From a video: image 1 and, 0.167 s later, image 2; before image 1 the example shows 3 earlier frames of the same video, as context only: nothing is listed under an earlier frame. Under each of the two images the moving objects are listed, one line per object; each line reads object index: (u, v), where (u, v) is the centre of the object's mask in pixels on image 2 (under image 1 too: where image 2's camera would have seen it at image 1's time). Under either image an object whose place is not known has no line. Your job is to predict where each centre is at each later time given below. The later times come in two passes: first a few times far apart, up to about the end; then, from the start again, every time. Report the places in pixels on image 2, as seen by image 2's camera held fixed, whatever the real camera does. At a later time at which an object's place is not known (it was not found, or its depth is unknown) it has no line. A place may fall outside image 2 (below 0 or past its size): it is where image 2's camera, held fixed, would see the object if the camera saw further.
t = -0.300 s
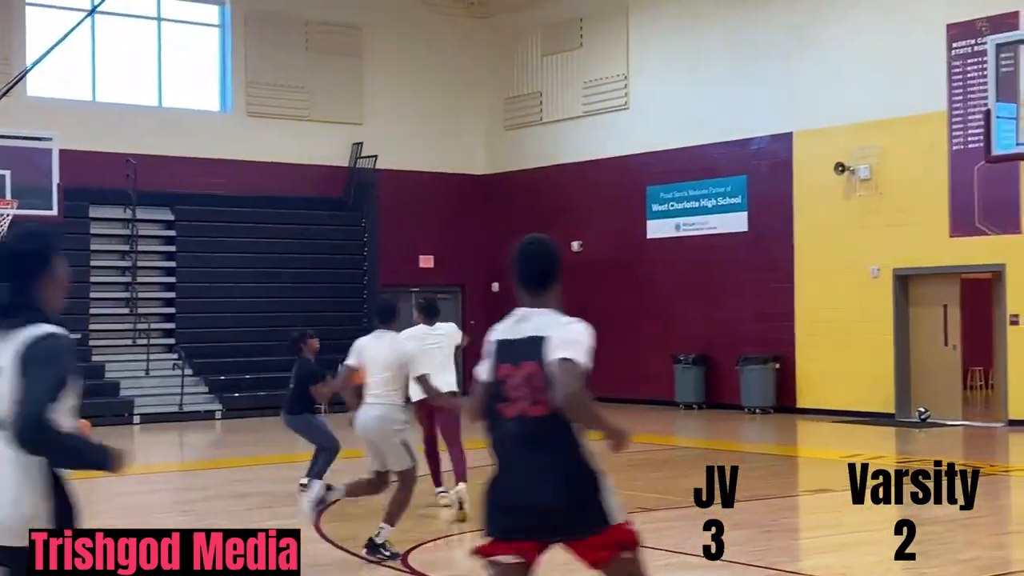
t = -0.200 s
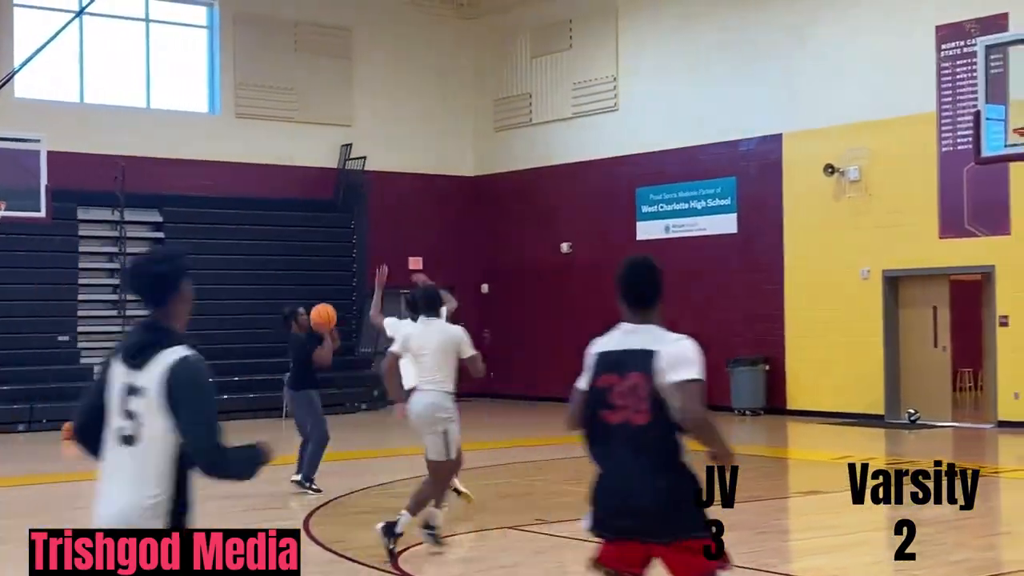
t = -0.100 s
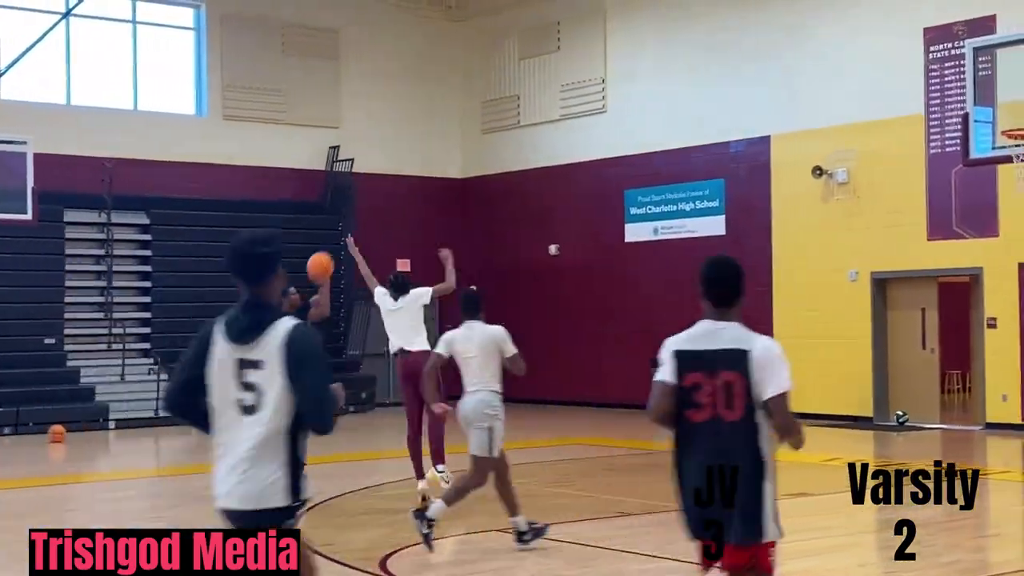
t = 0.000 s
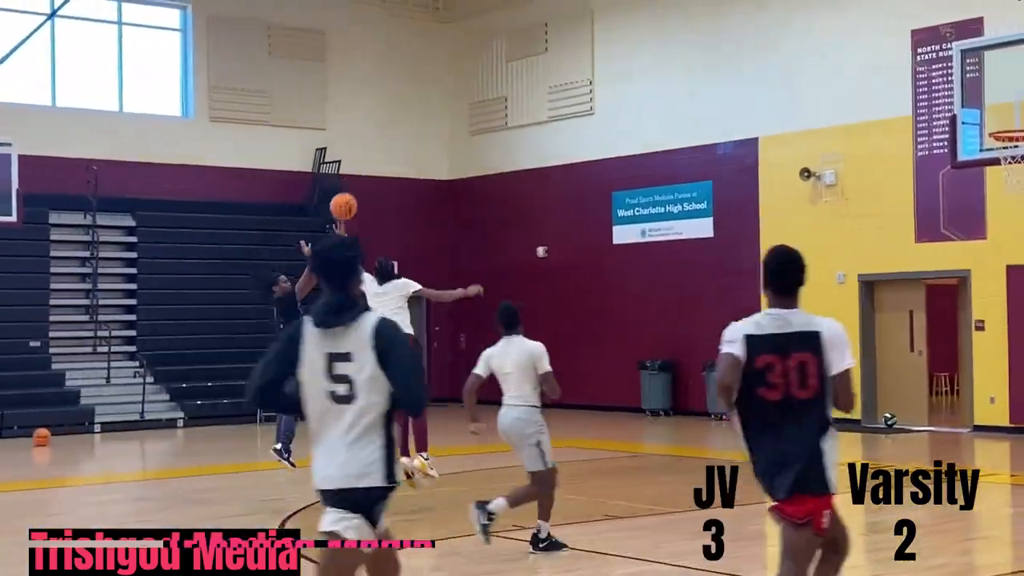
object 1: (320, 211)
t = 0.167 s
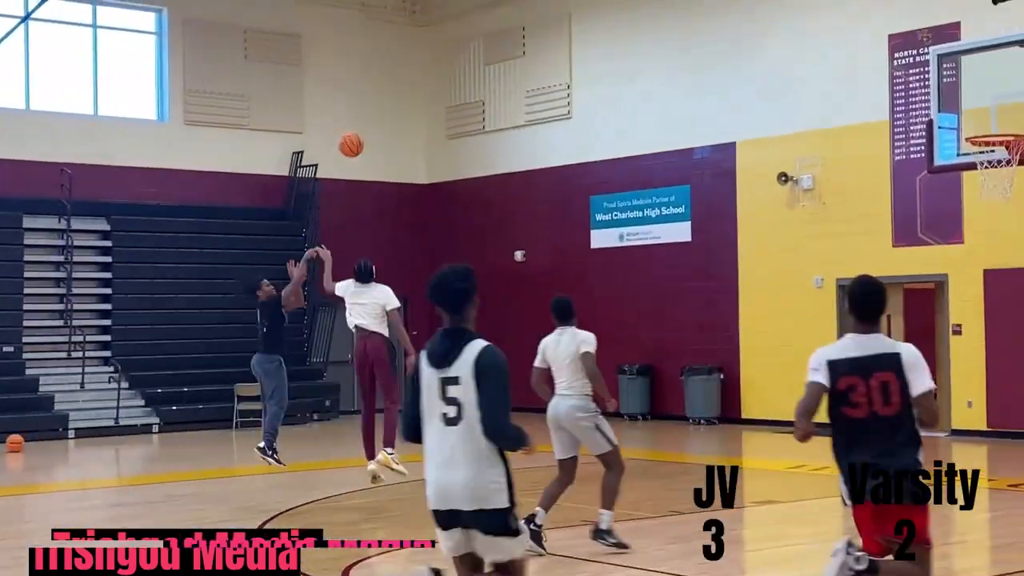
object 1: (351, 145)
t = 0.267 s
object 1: (369, 120)
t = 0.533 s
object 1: (416, 107)
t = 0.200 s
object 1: (357, 135)
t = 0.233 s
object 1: (362, 127)
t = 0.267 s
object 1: (369, 120)
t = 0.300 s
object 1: (375, 115)
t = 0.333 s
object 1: (381, 110)
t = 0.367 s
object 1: (387, 107)
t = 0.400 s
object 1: (393, 105)
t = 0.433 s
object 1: (399, 104)
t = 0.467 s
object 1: (404, 104)
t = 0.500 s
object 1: (410, 105)
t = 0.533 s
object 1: (416, 107)
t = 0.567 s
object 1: (421, 111)
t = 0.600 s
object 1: (427, 115)
